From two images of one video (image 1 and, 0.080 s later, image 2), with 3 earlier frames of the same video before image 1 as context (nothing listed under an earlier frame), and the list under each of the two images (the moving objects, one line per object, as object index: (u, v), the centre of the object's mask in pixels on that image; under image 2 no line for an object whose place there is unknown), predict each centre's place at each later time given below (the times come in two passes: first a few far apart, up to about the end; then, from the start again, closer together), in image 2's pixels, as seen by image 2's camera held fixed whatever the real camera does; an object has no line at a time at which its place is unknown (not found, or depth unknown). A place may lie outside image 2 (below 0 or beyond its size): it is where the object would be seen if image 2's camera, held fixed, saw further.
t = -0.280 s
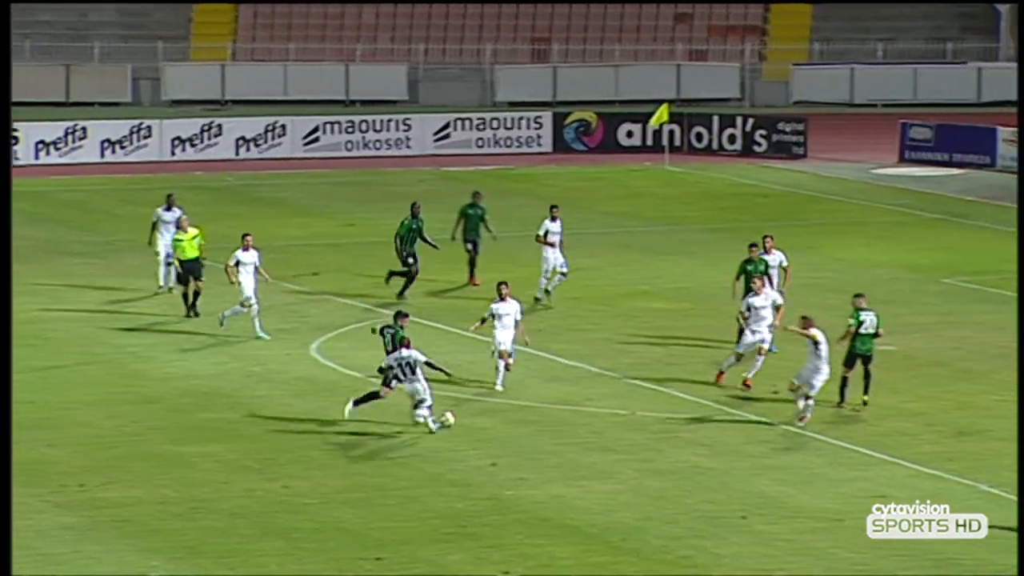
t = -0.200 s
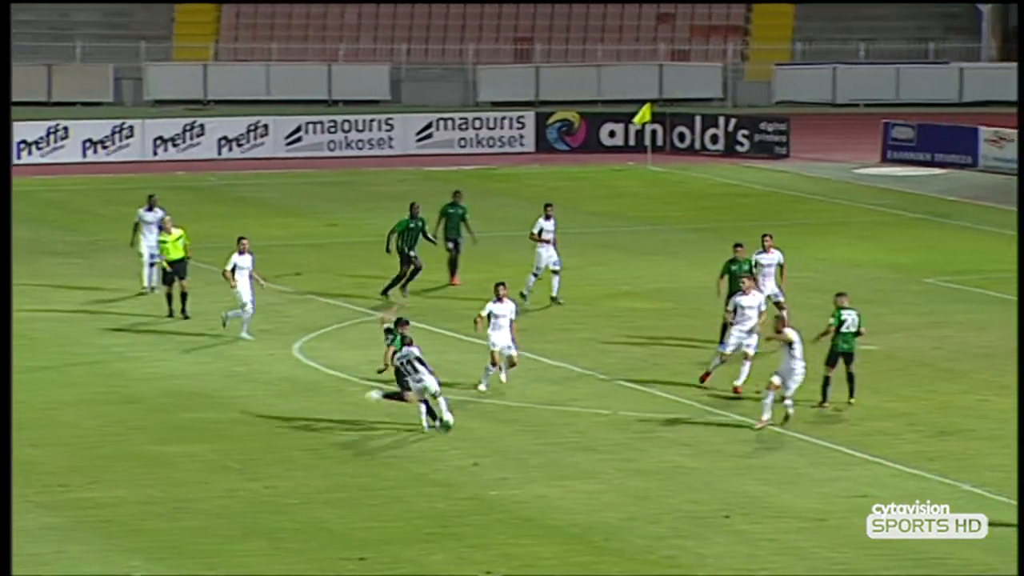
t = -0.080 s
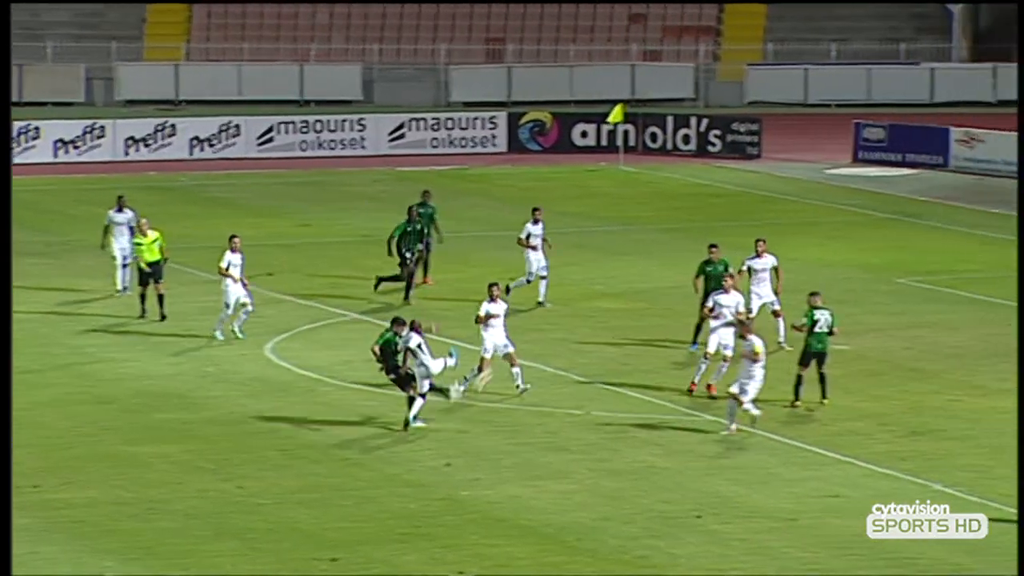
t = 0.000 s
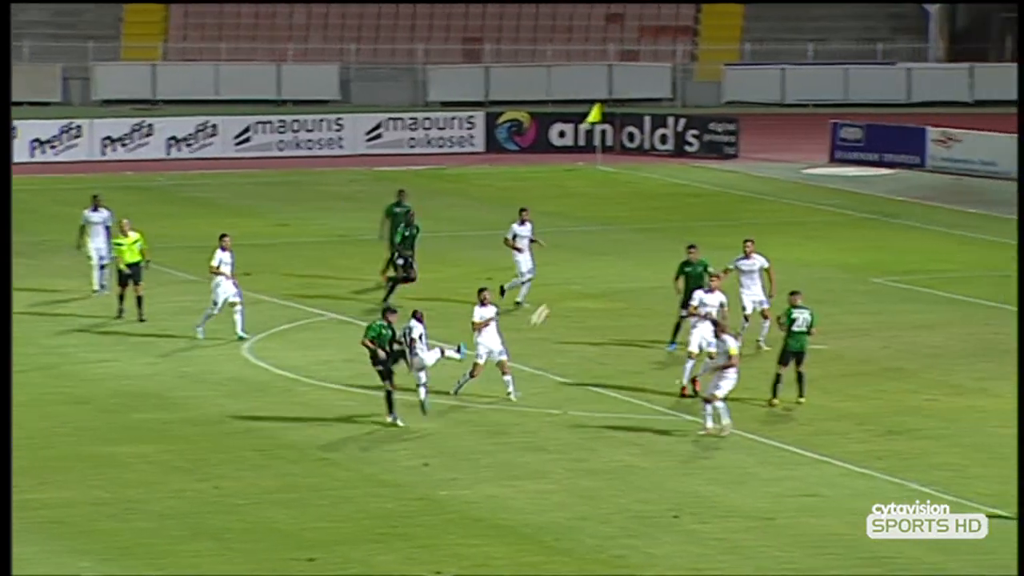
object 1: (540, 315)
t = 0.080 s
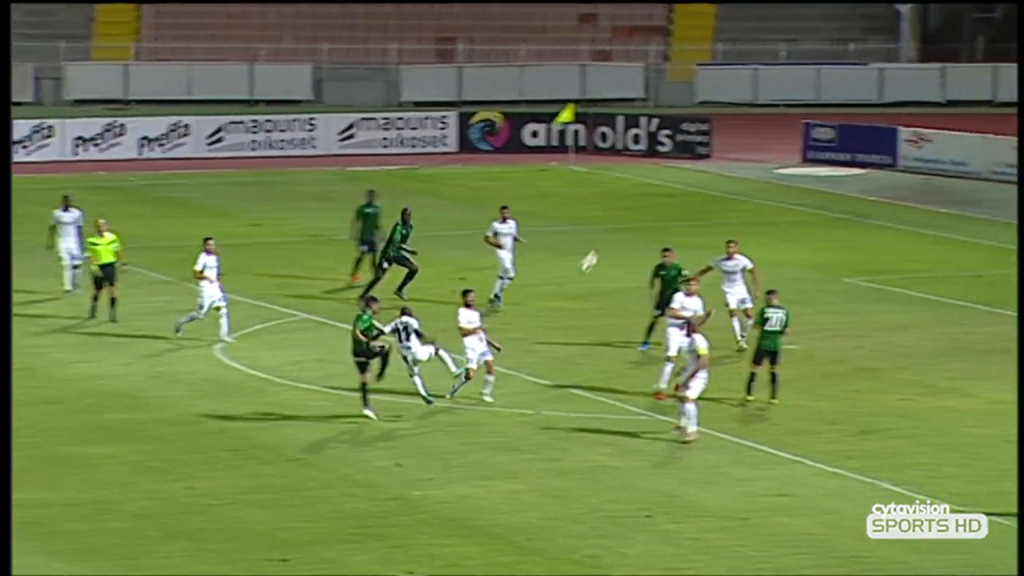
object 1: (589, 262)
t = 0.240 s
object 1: (736, 180)
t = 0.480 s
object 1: (946, 114)
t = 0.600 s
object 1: (1046, 101)
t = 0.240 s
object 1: (736, 180)
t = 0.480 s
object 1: (946, 114)
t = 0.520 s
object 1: (980, 108)
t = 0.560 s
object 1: (1013, 104)
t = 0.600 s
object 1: (1046, 101)
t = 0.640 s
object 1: (1080, 100)
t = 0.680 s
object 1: (1113, 100)
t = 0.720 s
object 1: (1146, 102)
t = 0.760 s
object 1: (1179, 105)
